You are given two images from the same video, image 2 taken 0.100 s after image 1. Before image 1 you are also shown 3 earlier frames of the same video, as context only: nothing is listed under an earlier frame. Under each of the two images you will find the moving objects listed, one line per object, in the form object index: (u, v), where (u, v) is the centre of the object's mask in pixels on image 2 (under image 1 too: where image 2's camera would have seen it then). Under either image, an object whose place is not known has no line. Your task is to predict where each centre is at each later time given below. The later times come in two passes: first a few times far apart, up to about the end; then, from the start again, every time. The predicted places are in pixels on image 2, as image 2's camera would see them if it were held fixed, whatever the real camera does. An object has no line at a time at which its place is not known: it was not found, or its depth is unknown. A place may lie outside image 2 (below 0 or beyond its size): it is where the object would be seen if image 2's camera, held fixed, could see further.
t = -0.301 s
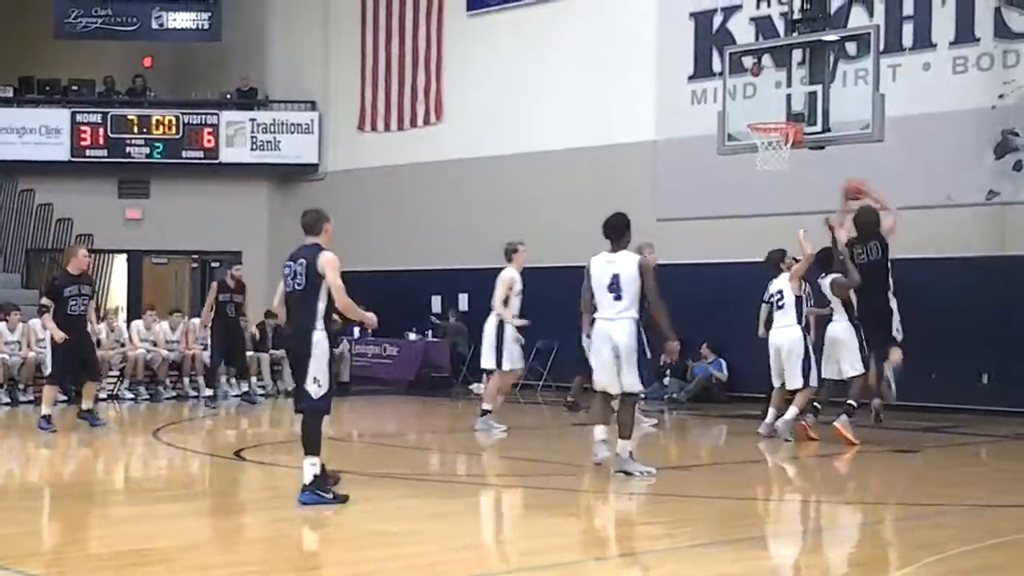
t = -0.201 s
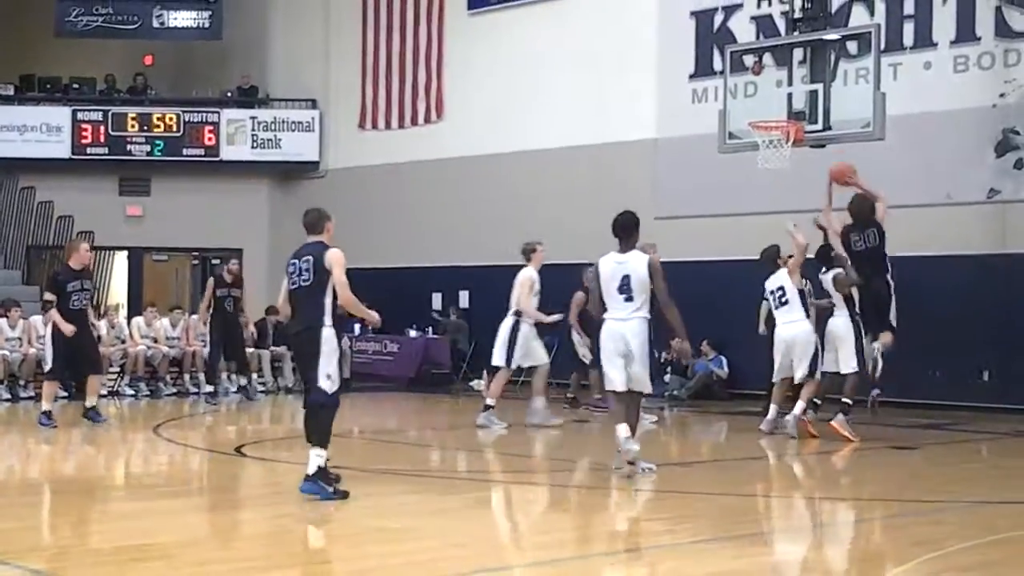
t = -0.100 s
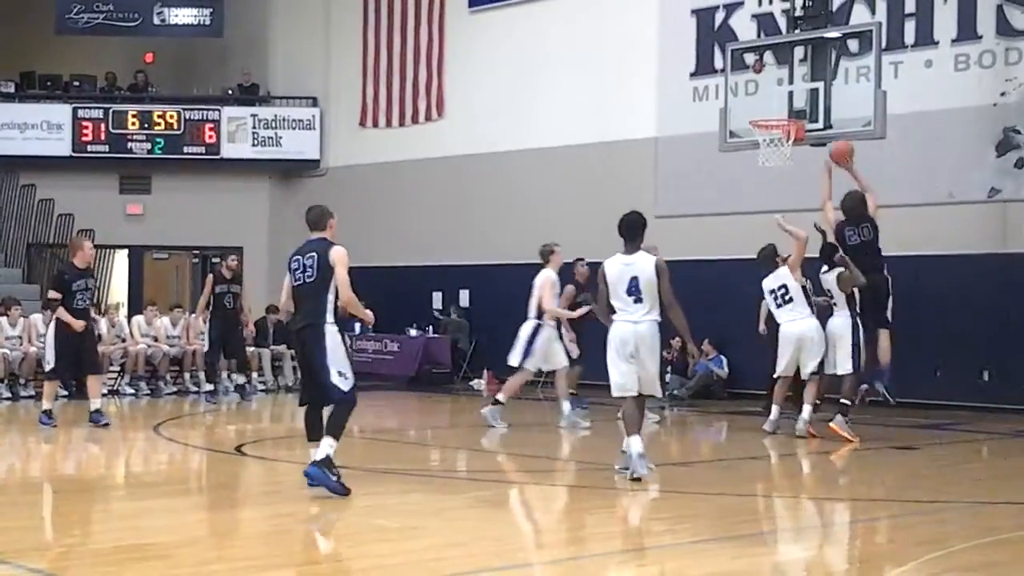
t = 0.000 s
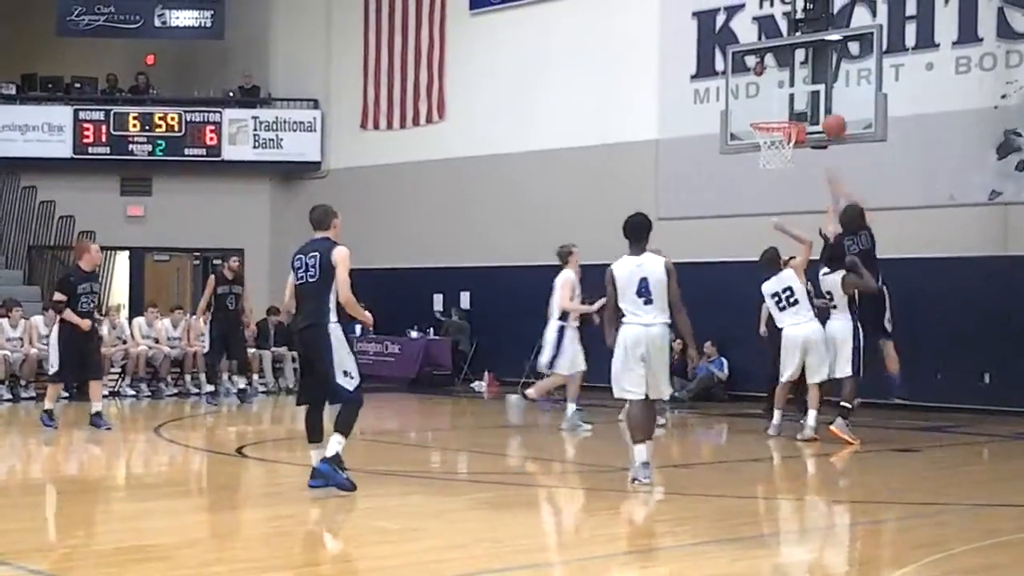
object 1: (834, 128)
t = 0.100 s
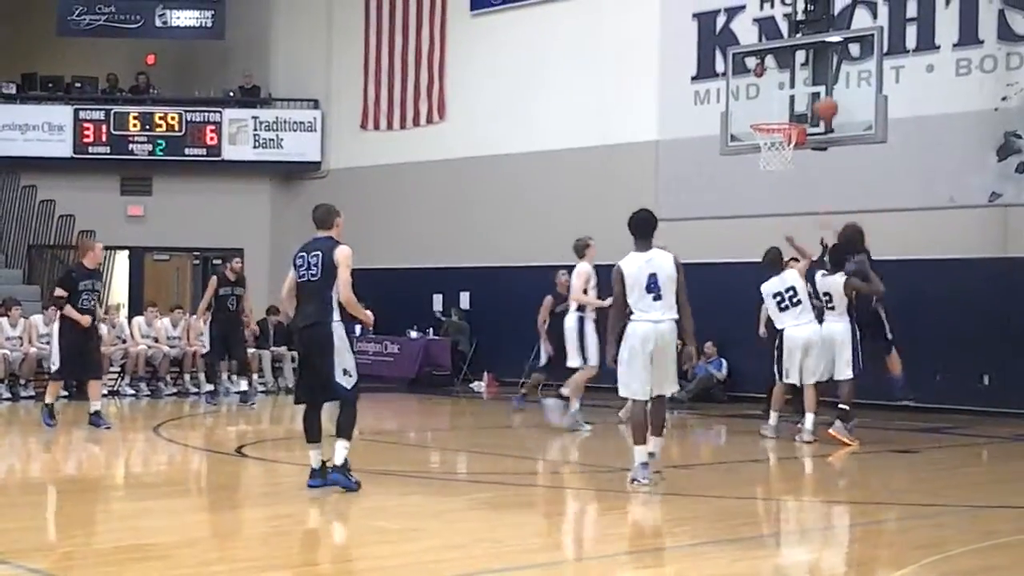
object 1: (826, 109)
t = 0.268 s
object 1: (796, 110)
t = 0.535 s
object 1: (771, 121)
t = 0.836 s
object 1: (767, 156)
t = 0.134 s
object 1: (820, 106)
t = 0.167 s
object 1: (814, 105)
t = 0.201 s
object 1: (808, 105)
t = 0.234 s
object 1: (802, 108)
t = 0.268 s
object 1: (796, 110)
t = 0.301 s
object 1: (792, 112)
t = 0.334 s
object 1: (790, 113)
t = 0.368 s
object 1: (788, 113)
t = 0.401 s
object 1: (782, 112)
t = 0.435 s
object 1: (778, 114)
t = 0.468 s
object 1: (774, 117)
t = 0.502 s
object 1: (772, 119)
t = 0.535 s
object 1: (771, 121)
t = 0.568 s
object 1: (770, 124)
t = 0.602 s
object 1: (766, 129)
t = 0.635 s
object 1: (765, 135)
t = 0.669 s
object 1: (764, 138)
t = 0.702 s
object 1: (763, 139)
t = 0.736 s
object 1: (762, 140)
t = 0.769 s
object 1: (767, 151)
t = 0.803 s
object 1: (765, 154)
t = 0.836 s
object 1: (767, 156)
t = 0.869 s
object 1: (770, 160)
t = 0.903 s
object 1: (771, 161)
